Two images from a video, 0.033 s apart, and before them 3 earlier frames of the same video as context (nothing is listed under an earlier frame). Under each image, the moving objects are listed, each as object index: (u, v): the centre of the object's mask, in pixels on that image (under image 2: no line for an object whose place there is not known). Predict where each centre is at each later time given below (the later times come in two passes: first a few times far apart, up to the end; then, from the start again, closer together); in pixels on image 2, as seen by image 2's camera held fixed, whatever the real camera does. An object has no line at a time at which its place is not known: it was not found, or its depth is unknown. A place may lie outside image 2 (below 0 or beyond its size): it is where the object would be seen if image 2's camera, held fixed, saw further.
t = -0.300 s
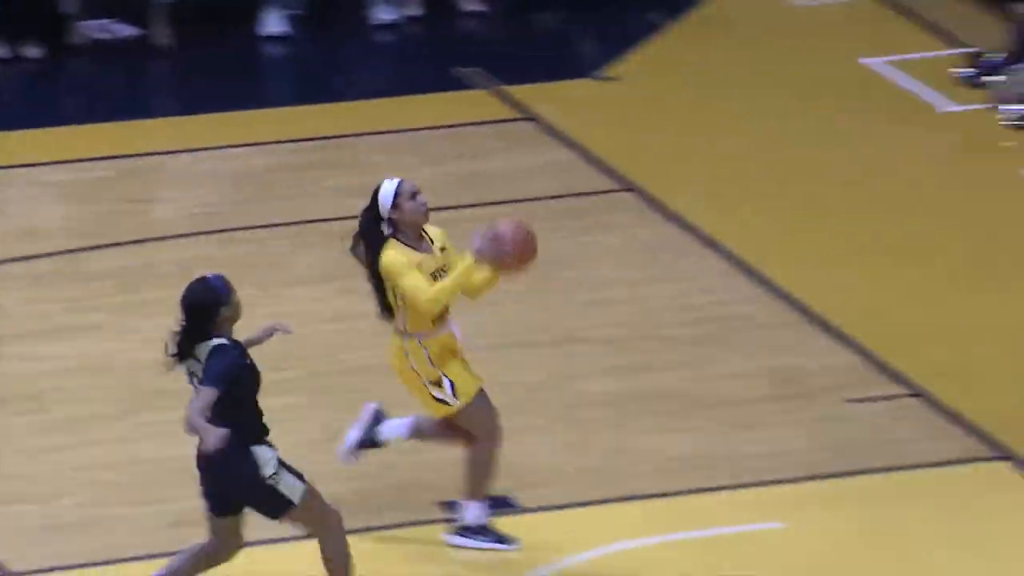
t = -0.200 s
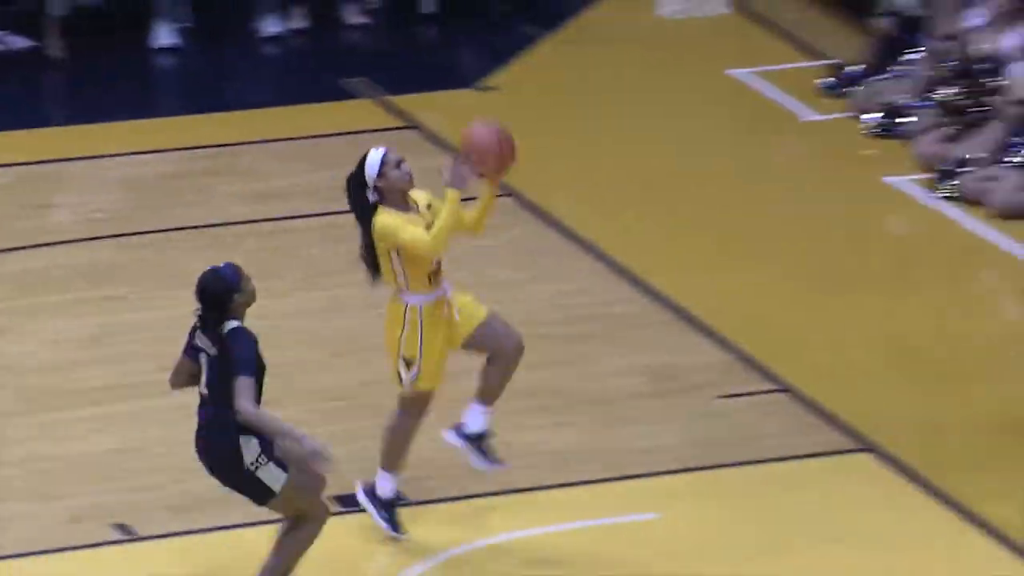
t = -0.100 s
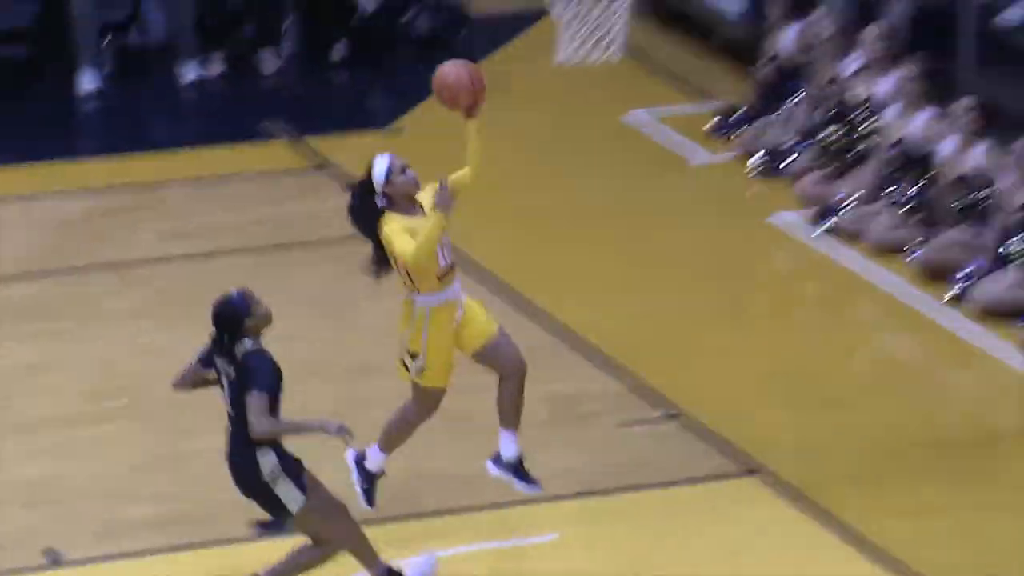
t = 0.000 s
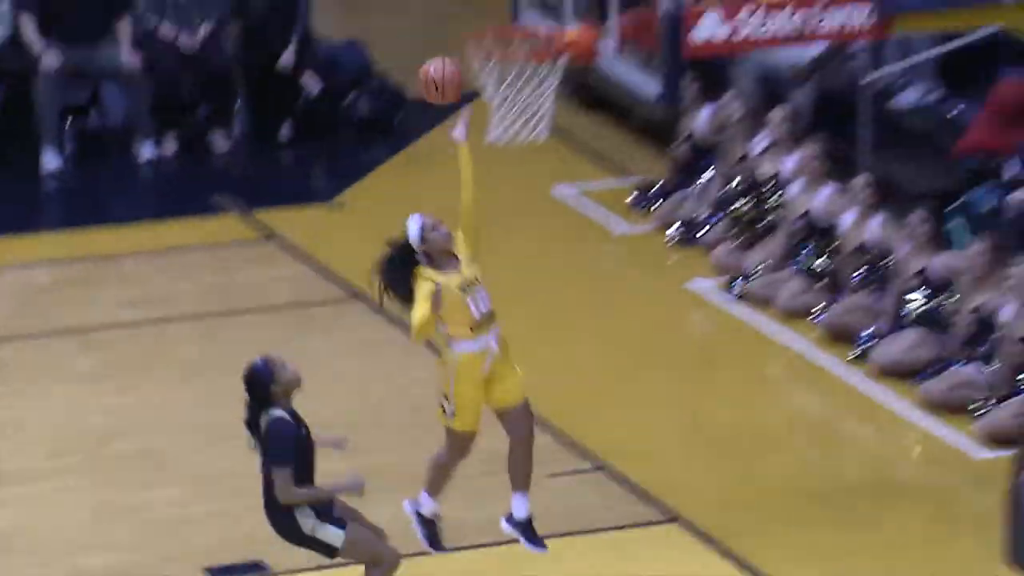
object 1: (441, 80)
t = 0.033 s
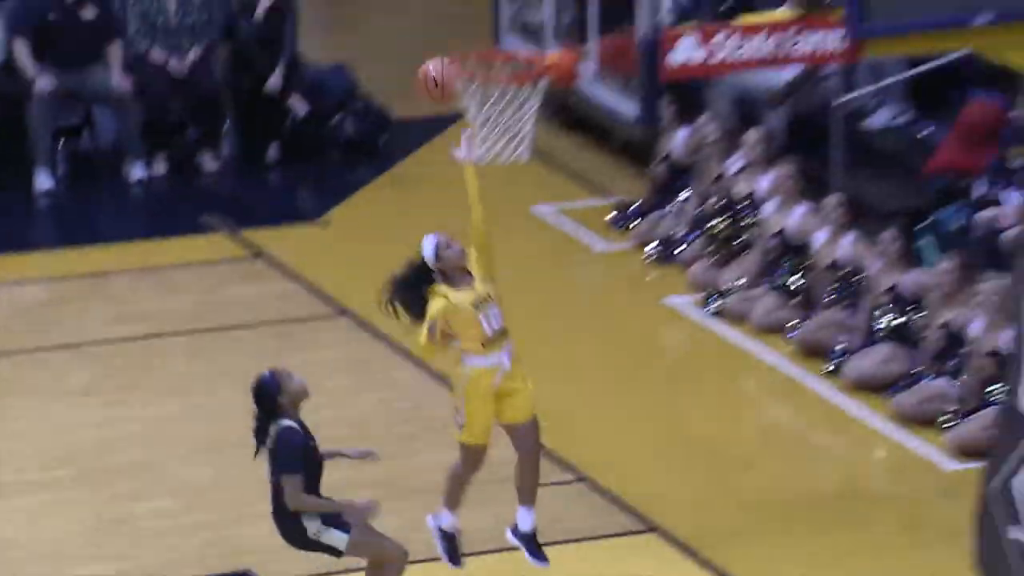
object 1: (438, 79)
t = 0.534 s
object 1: (472, 43)
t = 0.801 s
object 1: (501, 104)
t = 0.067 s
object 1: (450, 50)
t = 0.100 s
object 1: (469, 36)
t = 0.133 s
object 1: (485, 26)
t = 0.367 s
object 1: (488, 5)
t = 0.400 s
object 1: (480, 15)
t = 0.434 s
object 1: (473, 25)
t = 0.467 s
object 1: (467, 36)
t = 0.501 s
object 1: (467, 40)
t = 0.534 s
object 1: (472, 43)
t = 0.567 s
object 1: (476, 47)
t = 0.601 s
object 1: (482, 52)
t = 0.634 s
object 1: (486, 57)
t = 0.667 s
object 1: (492, 69)
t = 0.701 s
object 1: (498, 84)
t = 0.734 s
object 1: (499, 96)
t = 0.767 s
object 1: (501, 101)
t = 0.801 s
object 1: (501, 104)
